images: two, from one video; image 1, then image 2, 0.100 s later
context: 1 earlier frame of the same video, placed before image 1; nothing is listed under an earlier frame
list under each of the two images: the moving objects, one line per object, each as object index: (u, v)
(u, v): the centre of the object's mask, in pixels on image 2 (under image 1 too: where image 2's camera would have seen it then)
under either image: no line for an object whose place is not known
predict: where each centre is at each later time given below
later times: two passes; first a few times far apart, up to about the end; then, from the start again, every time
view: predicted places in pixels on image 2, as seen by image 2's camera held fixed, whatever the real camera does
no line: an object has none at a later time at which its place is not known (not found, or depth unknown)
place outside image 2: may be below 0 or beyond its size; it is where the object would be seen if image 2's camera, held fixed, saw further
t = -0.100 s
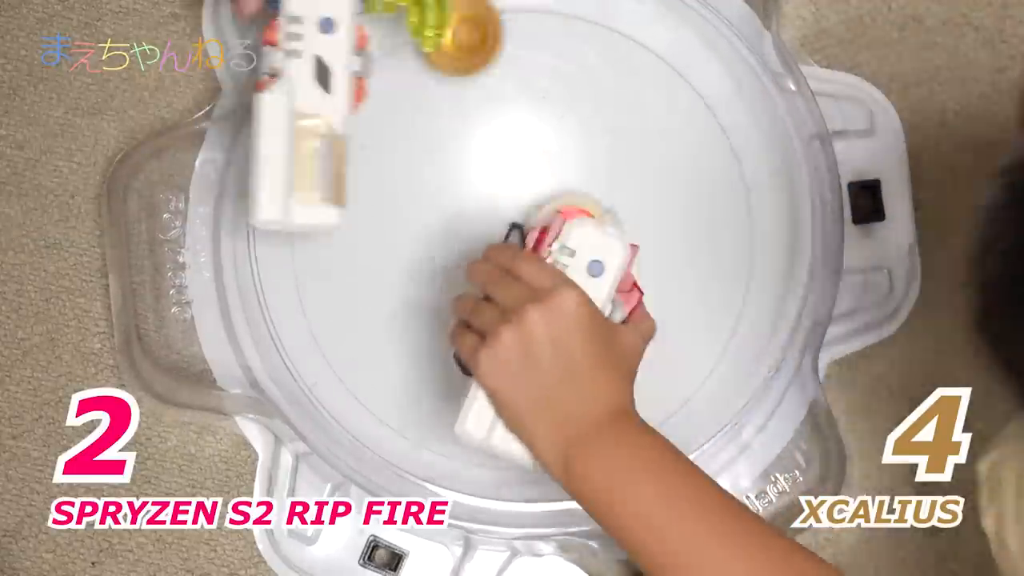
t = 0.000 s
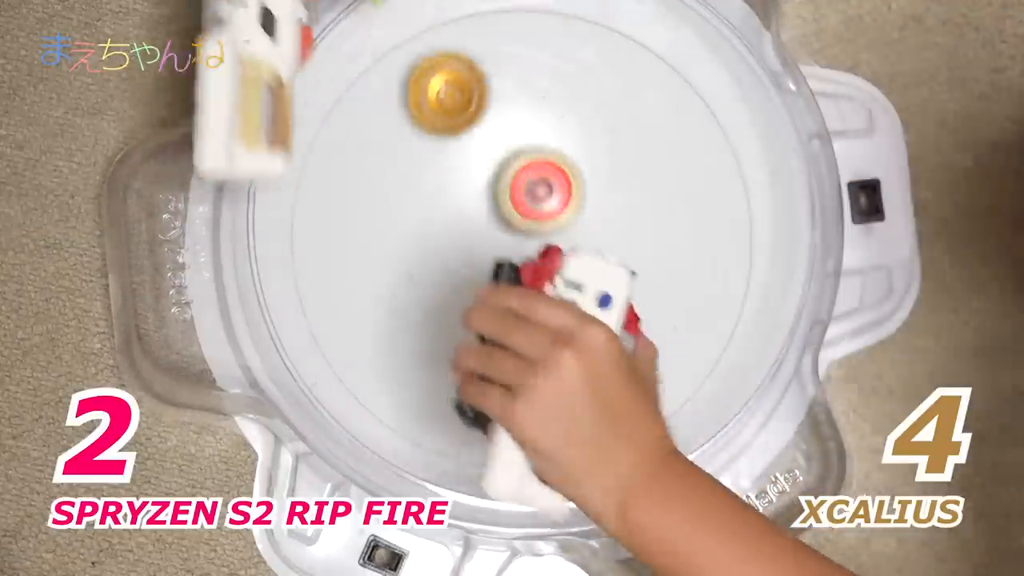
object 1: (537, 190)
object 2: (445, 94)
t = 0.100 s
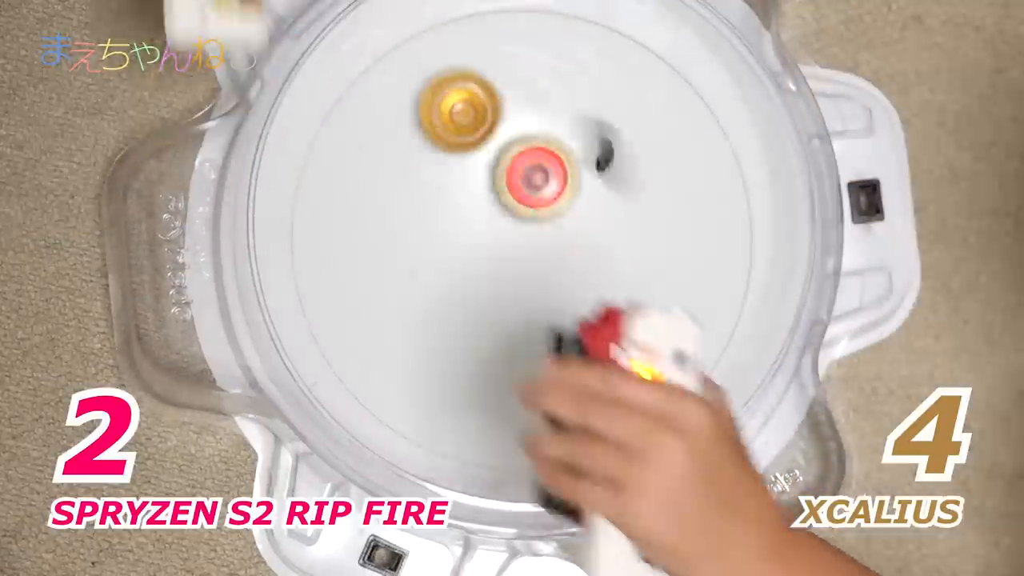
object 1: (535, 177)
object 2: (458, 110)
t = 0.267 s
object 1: (552, 234)
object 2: (526, 64)
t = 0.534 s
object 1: (584, 267)
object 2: (494, 99)
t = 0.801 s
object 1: (716, 372)
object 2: (512, 62)
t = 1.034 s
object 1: (713, 351)
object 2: (439, 209)
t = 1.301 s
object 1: (728, 186)
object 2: (604, 297)
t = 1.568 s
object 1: (580, 24)
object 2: (518, 312)
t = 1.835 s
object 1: (358, 192)
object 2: (539, 414)
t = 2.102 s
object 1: (596, 472)
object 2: (476, 329)
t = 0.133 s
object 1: (540, 187)
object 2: (469, 102)
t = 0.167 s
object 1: (544, 197)
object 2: (485, 96)
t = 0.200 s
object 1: (547, 210)
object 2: (501, 86)
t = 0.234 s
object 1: (550, 224)
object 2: (516, 75)
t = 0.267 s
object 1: (552, 234)
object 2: (526, 64)
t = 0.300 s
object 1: (553, 241)
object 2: (532, 50)
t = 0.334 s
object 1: (556, 246)
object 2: (532, 41)
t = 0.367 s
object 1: (559, 252)
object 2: (527, 35)
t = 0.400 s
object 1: (560, 258)
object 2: (517, 33)
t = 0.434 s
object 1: (563, 262)
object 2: (506, 36)
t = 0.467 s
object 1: (567, 266)
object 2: (497, 48)
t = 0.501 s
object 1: (575, 267)
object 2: (492, 71)
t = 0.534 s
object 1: (584, 267)
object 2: (494, 99)
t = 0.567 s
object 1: (595, 264)
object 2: (503, 127)
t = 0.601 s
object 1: (603, 258)
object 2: (522, 159)
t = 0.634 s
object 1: (609, 251)
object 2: (546, 186)
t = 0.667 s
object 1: (642, 288)
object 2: (546, 163)
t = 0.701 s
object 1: (674, 324)
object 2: (544, 131)
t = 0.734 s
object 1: (705, 354)
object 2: (540, 102)
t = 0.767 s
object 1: (714, 365)
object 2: (529, 79)
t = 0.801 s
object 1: (716, 372)
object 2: (512, 62)
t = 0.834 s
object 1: (718, 379)
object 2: (489, 55)
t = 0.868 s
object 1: (718, 380)
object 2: (464, 59)
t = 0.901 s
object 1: (718, 380)
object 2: (443, 75)
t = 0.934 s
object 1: (717, 376)
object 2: (427, 101)
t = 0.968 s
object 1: (716, 370)
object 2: (420, 135)
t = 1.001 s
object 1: (715, 363)
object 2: (425, 172)
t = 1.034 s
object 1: (713, 351)
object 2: (439, 209)
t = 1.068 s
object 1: (709, 337)
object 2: (461, 240)
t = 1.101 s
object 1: (704, 320)
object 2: (493, 267)
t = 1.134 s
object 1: (697, 301)
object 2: (526, 286)
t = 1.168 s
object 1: (690, 283)
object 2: (566, 299)
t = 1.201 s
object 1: (684, 265)
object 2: (602, 303)
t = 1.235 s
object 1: (717, 238)
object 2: (600, 306)
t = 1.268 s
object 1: (739, 211)
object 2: (600, 303)
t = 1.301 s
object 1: (728, 186)
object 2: (604, 297)
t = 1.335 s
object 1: (714, 163)
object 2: (613, 286)
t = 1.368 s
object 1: (696, 147)
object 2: (622, 271)
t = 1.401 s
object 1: (677, 134)
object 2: (629, 251)
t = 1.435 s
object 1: (655, 125)
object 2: (627, 227)
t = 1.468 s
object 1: (632, 116)
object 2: (614, 214)
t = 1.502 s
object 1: (623, 68)
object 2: (575, 249)
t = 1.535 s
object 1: (607, 34)
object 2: (543, 282)
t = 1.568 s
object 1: (580, 24)
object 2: (518, 312)
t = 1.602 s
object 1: (552, 19)
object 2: (499, 342)
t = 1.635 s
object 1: (525, 18)
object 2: (491, 368)
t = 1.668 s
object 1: (495, 21)
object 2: (487, 392)
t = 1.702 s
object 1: (467, 29)
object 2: (489, 422)
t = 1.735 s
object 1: (436, 48)
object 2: (497, 445)
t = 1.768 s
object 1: (403, 87)
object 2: (508, 443)
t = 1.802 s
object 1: (376, 135)
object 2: (525, 427)
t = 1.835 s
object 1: (358, 192)
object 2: (539, 414)
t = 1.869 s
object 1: (347, 257)
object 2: (551, 402)
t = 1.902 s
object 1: (351, 323)
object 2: (555, 389)
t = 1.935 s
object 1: (364, 381)
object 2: (555, 376)
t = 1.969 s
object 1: (397, 426)
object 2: (547, 364)
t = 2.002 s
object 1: (437, 461)
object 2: (536, 353)
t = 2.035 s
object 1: (484, 492)
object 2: (518, 343)
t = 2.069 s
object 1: (541, 488)
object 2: (500, 335)
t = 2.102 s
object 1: (596, 472)
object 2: (476, 329)
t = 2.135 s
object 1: (655, 458)
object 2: (454, 324)
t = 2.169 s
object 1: (718, 438)
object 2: (430, 325)
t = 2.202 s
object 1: (762, 394)
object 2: (413, 327)
